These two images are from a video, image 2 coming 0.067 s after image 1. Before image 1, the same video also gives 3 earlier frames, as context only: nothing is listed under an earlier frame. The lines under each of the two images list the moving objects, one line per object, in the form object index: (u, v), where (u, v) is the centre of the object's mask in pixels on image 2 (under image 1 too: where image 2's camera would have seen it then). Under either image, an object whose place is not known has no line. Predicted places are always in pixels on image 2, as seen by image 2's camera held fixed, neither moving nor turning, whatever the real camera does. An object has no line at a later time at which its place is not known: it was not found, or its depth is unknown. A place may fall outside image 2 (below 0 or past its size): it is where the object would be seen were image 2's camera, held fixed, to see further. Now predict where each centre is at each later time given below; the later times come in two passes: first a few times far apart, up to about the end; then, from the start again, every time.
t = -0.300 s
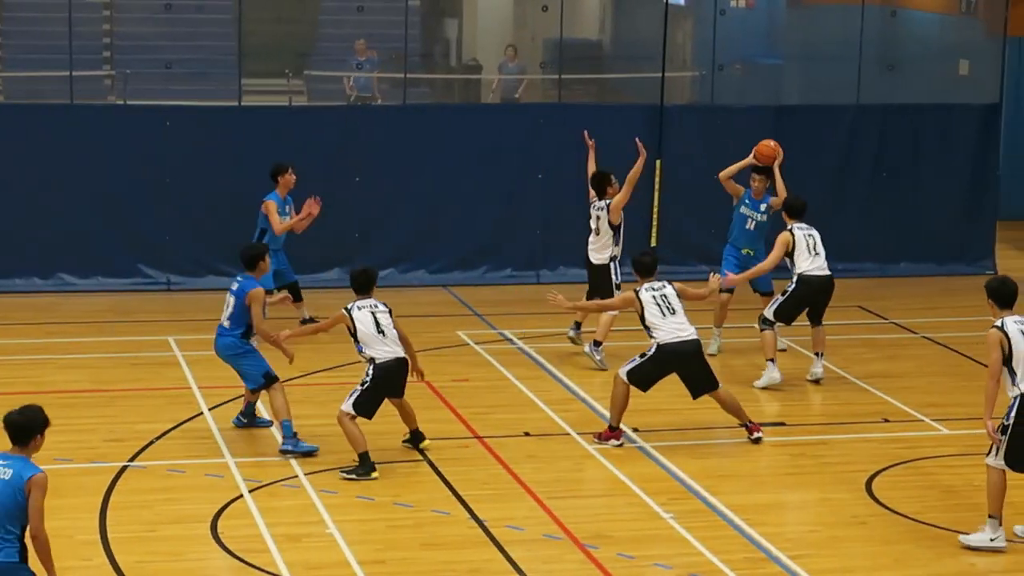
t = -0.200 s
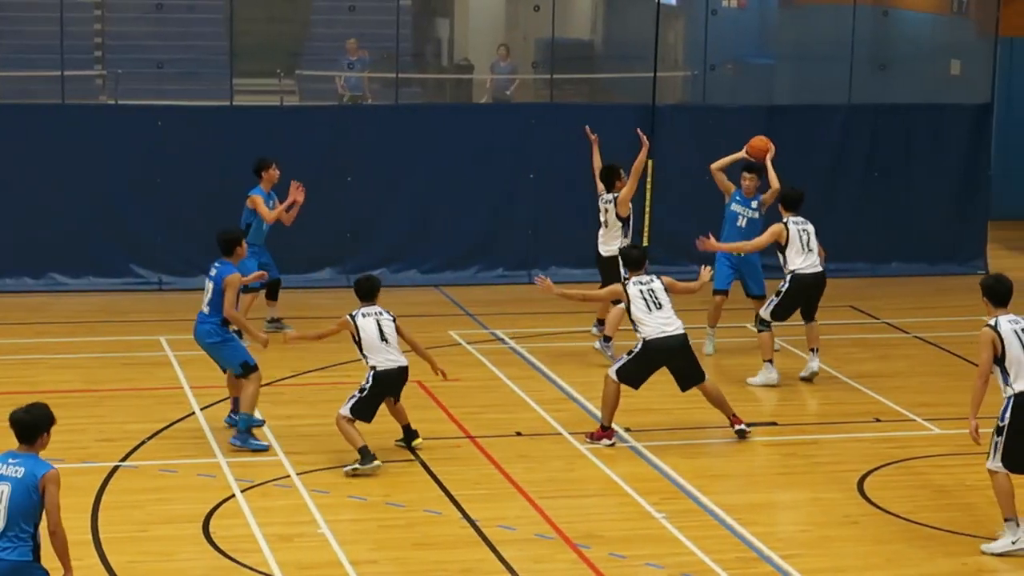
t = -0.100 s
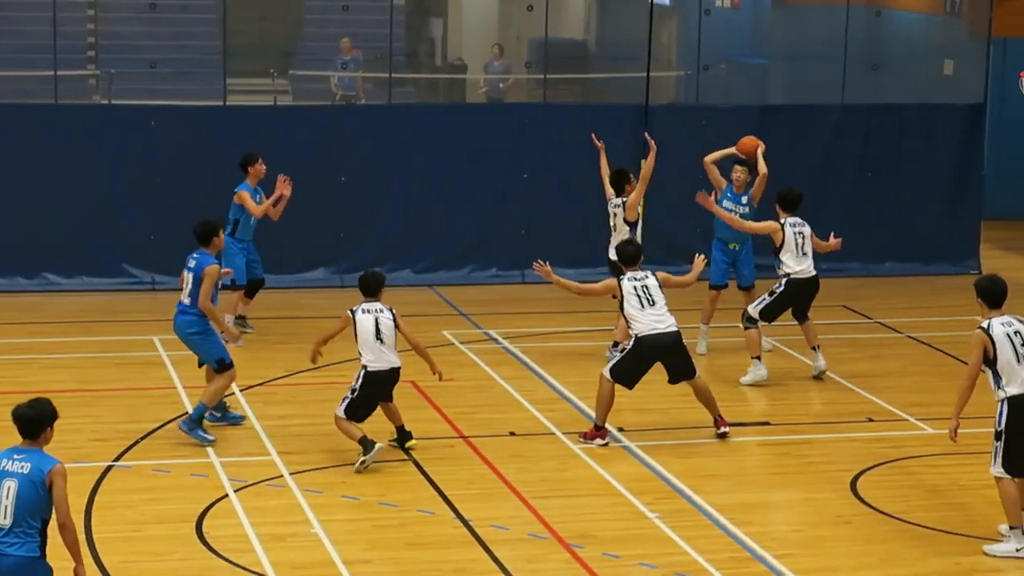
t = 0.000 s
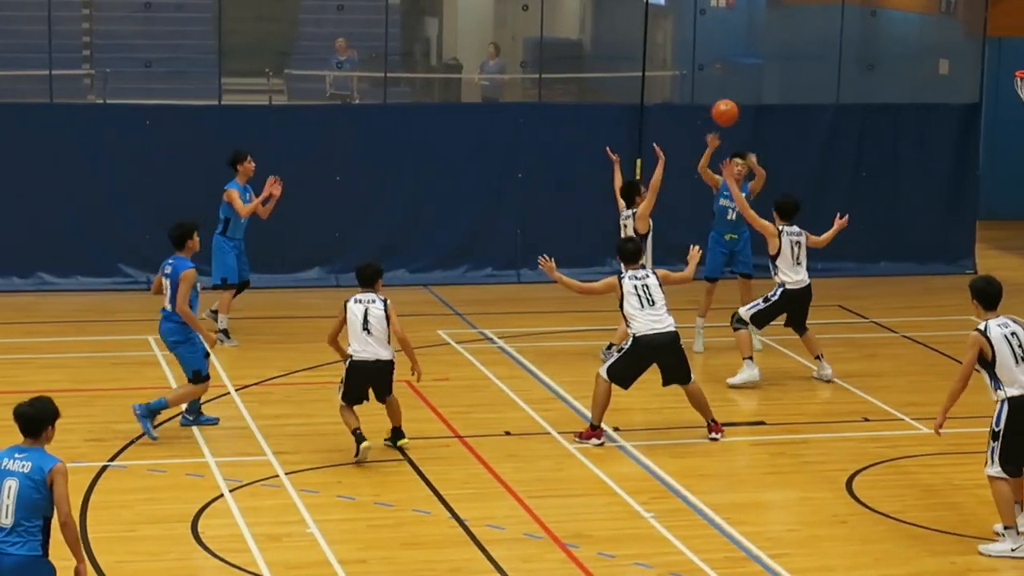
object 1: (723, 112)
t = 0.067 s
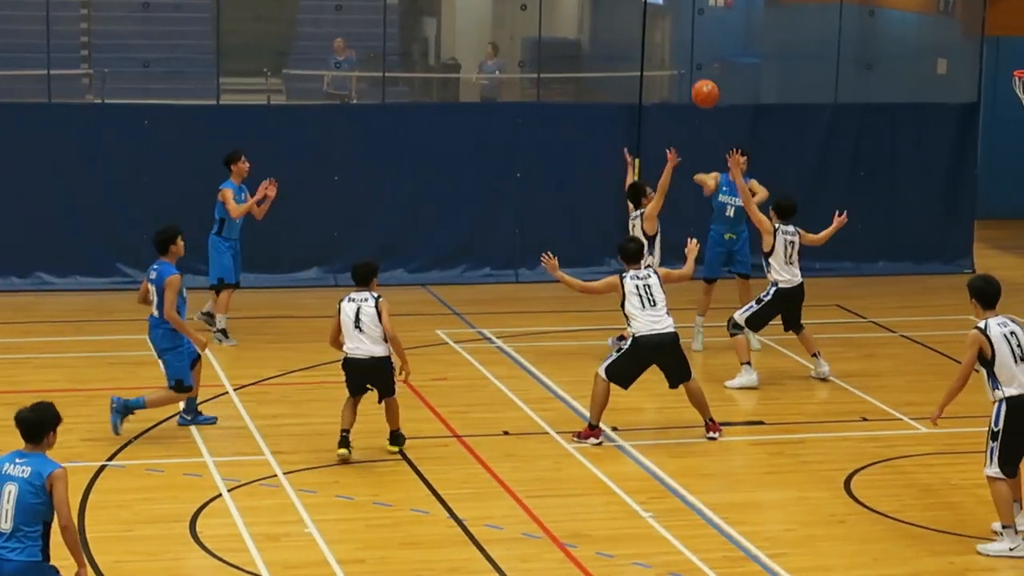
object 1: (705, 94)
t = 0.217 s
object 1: (659, 67)
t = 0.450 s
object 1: (576, 82)
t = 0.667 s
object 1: (479, 178)
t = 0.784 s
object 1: (418, 276)
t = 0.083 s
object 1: (700, 90)
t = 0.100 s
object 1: (695, 86)
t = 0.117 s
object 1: (690, 82)
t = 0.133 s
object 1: (685, 79)
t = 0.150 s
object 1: (680, 76)
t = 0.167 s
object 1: (675, 73)
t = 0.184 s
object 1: (670, 71)
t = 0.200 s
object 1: (665, 69)
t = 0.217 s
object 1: (659, 67)
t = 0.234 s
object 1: (653, 66)
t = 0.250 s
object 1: (648, 65)
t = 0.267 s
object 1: (643, 64)
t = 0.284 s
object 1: (637, 64)
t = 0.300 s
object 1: (631, 64)
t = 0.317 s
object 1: (626, 64)
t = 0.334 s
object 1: (620, 65)
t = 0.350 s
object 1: (613, 66)
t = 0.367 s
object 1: (608, 68)
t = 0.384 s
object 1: (602, 70)
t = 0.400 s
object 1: (595, 72)
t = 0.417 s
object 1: (589, 75)
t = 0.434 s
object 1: (583, 78)
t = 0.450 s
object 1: (576, 82)
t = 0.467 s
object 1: (570, 86)
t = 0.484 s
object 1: (563, 91)
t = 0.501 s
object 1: (556, 96)
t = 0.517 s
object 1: (549, 101)
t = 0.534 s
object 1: (542, 107)
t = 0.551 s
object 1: (534, 114)
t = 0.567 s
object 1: (527, 121)
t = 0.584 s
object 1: (519, 129)
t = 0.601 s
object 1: (511, 137)
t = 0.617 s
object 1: (503, 147)
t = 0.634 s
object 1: (495, 156)
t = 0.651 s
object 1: (487, 167)
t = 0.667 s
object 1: (479, 178)
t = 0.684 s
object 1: (470, 190)
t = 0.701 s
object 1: (462, 202)
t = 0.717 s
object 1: (453, 215)
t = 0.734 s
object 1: (445, 230)
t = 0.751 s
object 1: (436, 245)
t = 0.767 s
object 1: (427, 259)
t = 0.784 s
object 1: (418, 276)
